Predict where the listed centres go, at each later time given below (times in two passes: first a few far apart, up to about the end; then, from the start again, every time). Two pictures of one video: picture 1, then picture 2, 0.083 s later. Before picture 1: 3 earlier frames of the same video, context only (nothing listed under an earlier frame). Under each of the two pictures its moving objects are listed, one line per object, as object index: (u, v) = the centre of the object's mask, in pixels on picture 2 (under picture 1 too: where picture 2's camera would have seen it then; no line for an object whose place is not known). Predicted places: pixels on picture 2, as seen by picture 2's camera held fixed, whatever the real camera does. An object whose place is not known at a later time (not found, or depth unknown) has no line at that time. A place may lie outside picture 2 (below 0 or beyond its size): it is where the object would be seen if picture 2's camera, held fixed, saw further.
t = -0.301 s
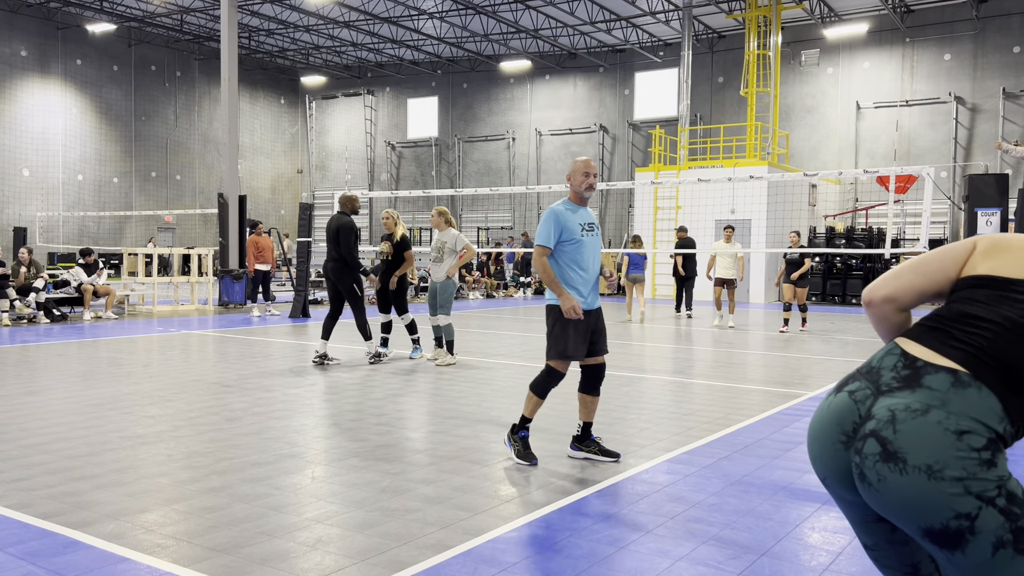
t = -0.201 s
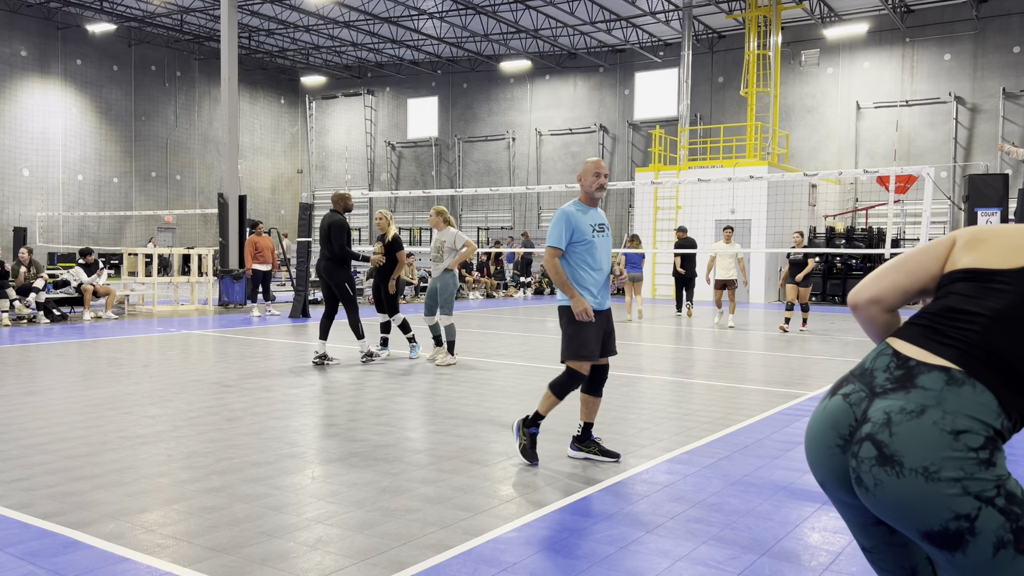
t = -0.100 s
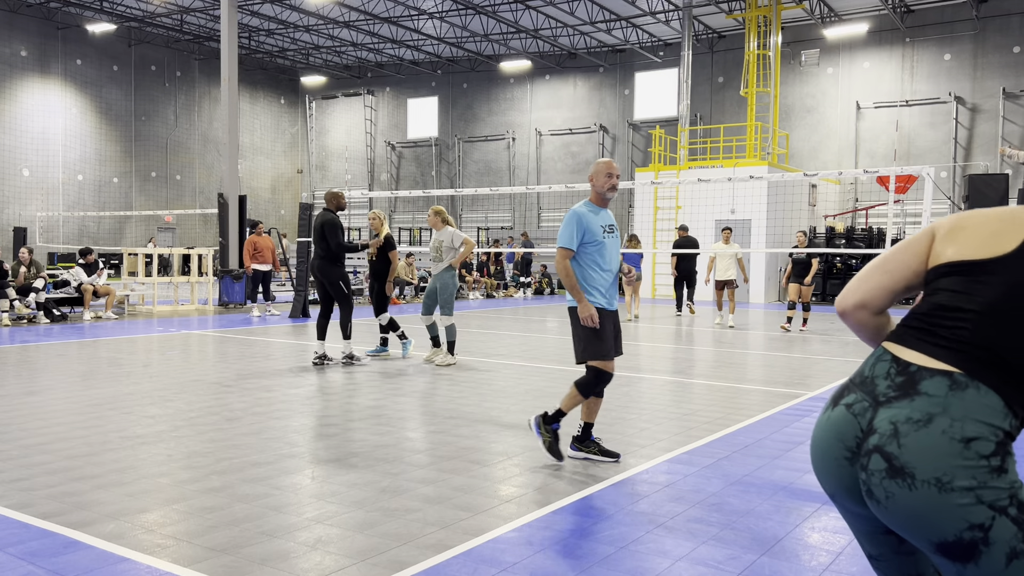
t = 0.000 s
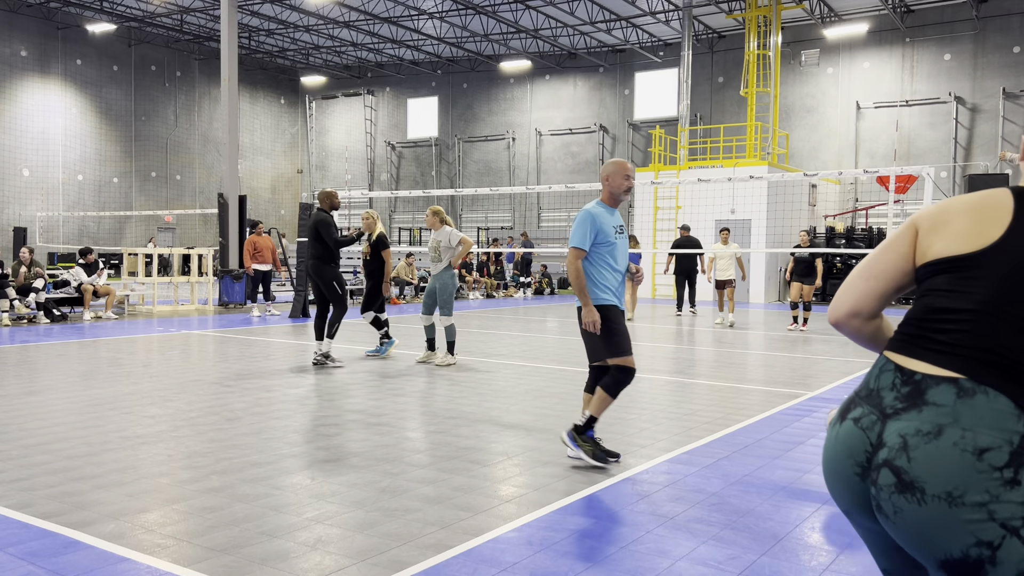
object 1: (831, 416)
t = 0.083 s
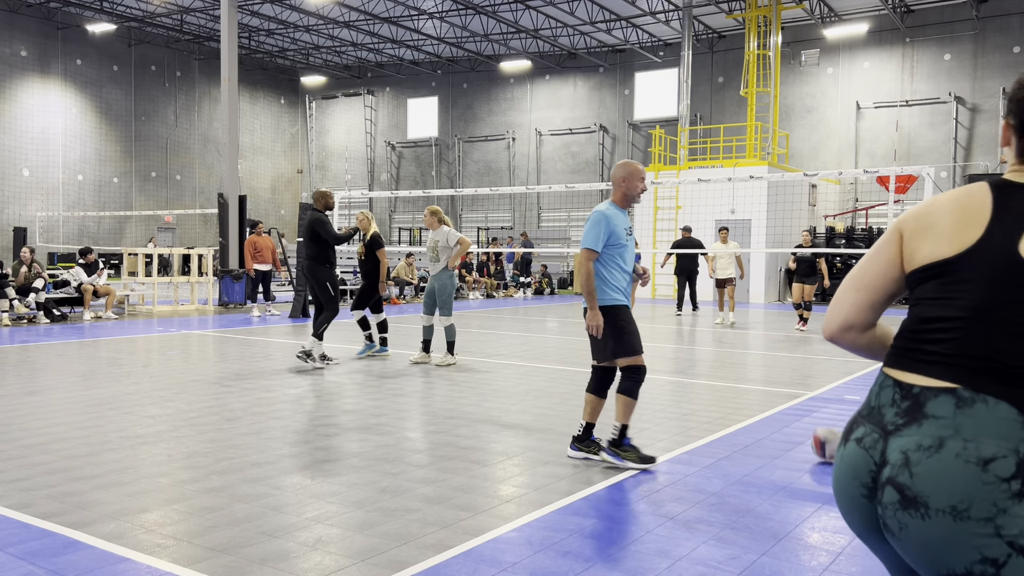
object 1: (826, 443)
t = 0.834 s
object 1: (780, 352)
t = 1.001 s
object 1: (775, 352)
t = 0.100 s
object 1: (827, 433)
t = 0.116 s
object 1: (826, 424)
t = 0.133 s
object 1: (824, 416)
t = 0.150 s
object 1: (823, 409)
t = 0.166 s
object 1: (821, 401)
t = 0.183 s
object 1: (819, 394)
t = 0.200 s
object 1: (818, 389)
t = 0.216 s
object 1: (817, 383)
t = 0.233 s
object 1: (815, 378)
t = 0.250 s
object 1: (814, 374)
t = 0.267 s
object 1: (813, 371)
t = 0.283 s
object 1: (812, 368)
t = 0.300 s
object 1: (810, 364)
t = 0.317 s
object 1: (809, 362)
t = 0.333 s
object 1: (808, 360)
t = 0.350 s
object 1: (806, 358)
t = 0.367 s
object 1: (805, 357)
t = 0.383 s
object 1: (804, 356)
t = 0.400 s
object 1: (803, 356)
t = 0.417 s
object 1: (802, 356)
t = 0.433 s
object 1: (800, 356)
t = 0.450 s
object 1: (799, 357)
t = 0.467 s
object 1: (798, 358)
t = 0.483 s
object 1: (797, 359)
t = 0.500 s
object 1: (796, 361)
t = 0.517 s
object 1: (795, 363)
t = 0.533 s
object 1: (794, 365)
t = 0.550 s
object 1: (793, 368)
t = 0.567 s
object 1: (792, 371)
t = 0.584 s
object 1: (791, 374)
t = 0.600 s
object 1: (790, 377)
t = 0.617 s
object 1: (788, 380)
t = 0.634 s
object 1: (787, 385)
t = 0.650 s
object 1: (787, 389)
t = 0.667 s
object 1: (786, 383)
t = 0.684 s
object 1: (786, 379)
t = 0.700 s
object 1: (785, 374)
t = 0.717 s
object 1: (785, 370)
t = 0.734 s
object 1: (784, 367)
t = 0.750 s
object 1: (783, 364)
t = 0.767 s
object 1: (783, 361)
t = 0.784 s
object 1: (782, 358)
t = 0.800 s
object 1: (782, 356)
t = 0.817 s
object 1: (781, 353)
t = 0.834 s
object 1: (780, 352)
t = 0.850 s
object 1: (780, 351)
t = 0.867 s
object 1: (779, 350)
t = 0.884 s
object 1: (779, 349)
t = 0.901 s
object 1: (778, 349)
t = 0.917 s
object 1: (778, 348)
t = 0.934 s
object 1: (777, 348)
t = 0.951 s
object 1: (777, 349)
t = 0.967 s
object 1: (776, 350)
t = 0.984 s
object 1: (776, 351)
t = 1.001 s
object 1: (775, 352)
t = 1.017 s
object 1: (775, 353)
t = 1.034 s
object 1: (774, 355)
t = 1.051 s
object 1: (774, 357)
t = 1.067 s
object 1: (773, 360)
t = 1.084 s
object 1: (773, 362)
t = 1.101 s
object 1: (772, 363)
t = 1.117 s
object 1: (771, 360)
